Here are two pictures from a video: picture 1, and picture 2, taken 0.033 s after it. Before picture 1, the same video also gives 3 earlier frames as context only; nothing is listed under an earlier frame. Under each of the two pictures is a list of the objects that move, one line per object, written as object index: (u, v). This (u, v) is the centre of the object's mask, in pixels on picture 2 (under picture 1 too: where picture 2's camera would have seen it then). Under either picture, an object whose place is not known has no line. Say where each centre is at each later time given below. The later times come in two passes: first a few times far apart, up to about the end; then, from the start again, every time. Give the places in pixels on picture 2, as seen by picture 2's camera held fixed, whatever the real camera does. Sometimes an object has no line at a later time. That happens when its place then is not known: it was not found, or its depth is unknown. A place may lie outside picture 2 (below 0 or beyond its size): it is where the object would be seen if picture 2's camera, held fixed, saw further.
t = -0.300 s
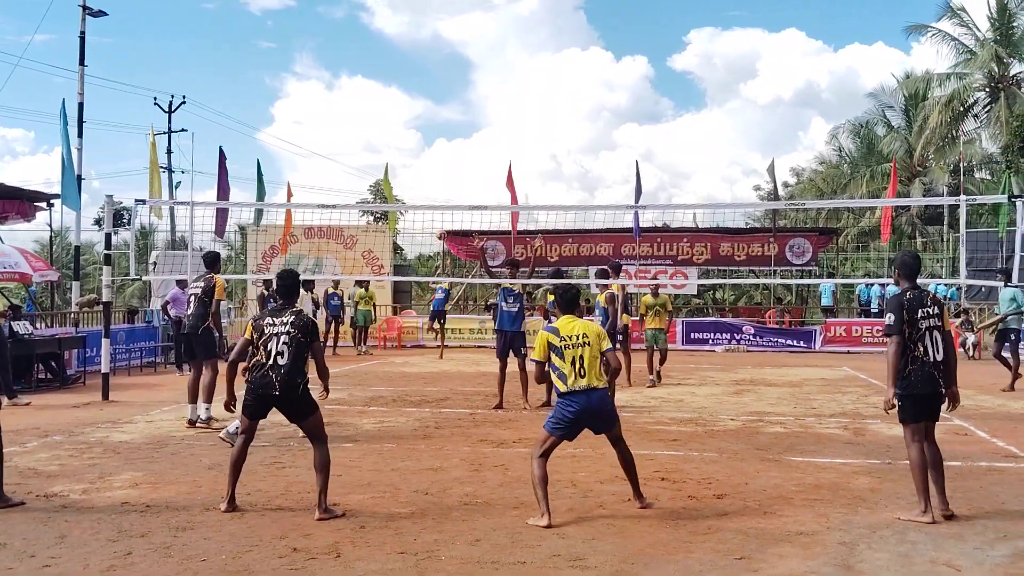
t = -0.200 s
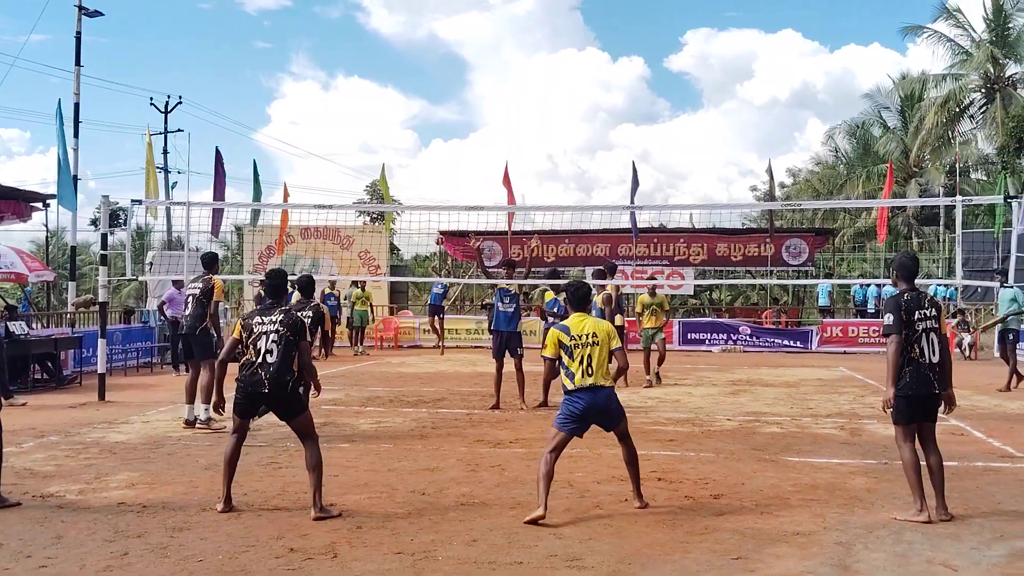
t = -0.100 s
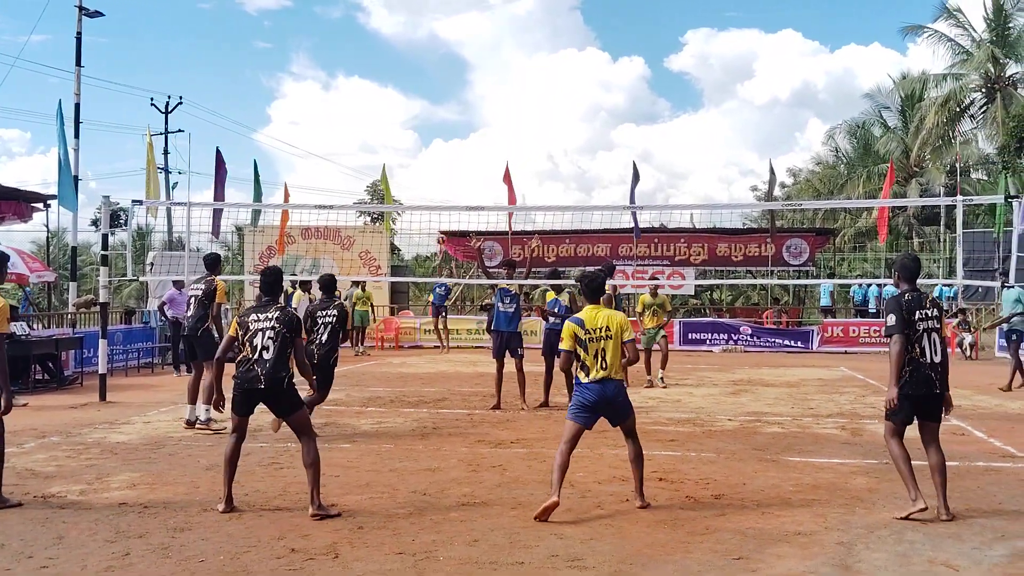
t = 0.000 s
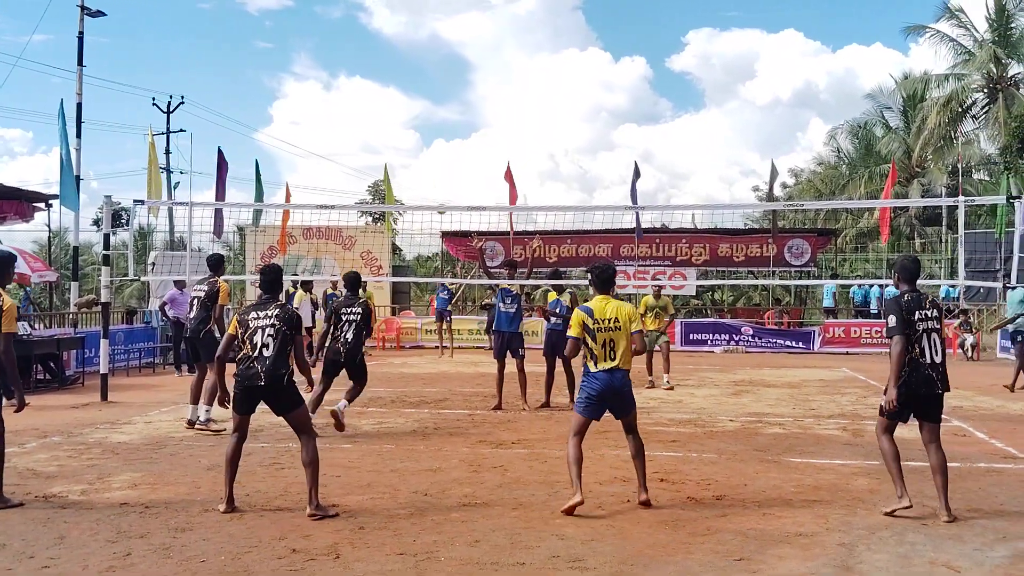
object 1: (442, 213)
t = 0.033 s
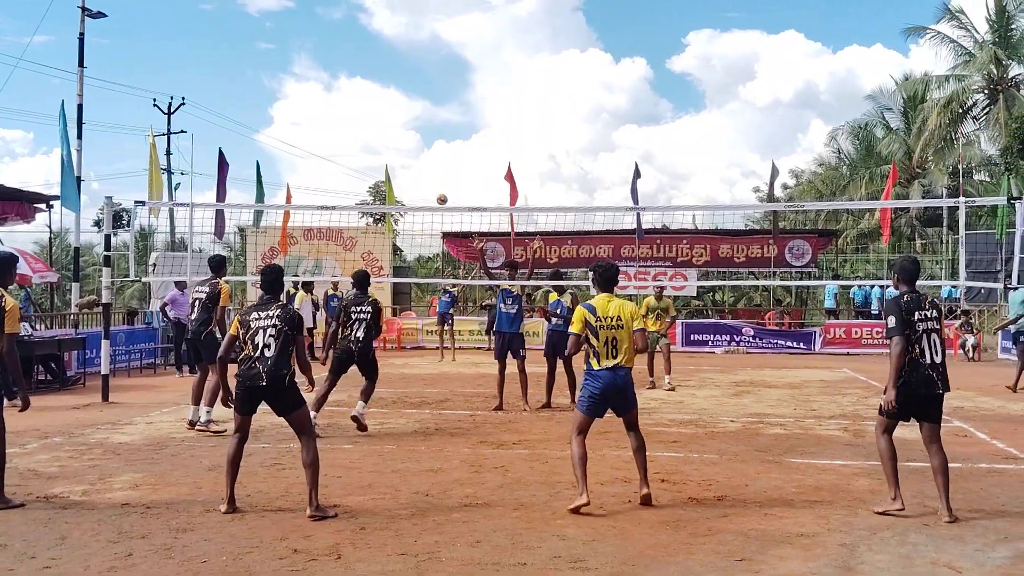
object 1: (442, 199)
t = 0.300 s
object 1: (440, 127)
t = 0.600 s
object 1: (429, 81)
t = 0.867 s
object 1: (415, 90)
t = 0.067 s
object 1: (442, 190)
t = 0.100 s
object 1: (441, 179)
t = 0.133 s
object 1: (441, 170)
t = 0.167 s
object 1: (441, 160)
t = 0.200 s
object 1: (441, 151)
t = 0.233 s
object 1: (441, 142)
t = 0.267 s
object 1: (440, 134)
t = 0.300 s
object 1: (440, 127)
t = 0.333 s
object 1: (439, 120)
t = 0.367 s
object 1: (438, 113)
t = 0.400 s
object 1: (437, 107)
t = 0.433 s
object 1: (436, 101)
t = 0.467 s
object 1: (435, 96)
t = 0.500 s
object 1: (434, 91)
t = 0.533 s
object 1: (432, 87)
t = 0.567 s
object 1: (431, 84)
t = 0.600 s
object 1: (429, 81)
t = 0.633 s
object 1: (428, 79)
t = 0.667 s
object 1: (426, 79)
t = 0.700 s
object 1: (425, 78)
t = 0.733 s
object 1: (423, 79)
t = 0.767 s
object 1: (422, 80)
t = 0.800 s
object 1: (420, 82)
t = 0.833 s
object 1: (418, 85)
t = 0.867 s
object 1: (415, 90)
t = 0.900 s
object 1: (413, 95)
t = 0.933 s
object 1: (410, 102)
